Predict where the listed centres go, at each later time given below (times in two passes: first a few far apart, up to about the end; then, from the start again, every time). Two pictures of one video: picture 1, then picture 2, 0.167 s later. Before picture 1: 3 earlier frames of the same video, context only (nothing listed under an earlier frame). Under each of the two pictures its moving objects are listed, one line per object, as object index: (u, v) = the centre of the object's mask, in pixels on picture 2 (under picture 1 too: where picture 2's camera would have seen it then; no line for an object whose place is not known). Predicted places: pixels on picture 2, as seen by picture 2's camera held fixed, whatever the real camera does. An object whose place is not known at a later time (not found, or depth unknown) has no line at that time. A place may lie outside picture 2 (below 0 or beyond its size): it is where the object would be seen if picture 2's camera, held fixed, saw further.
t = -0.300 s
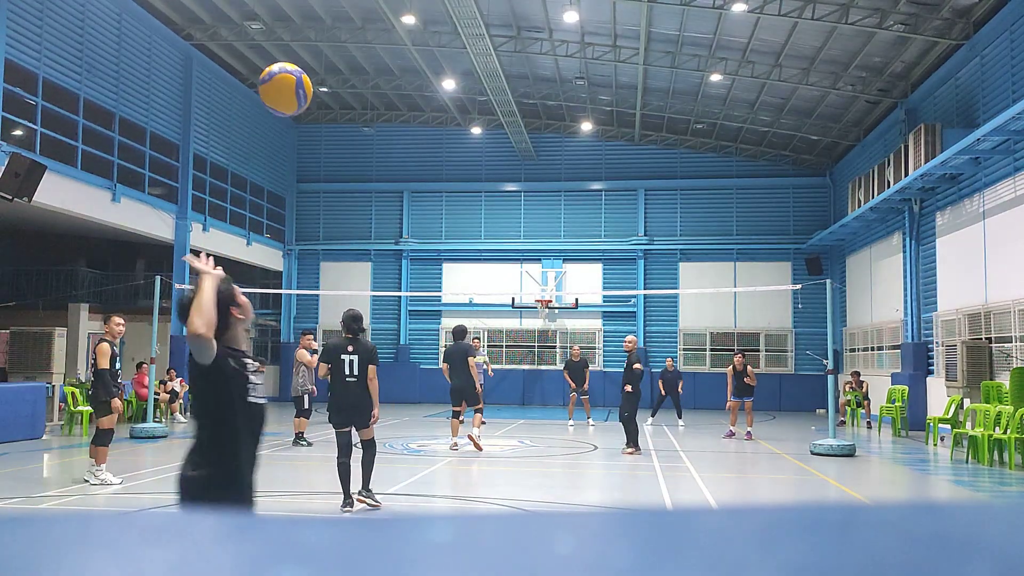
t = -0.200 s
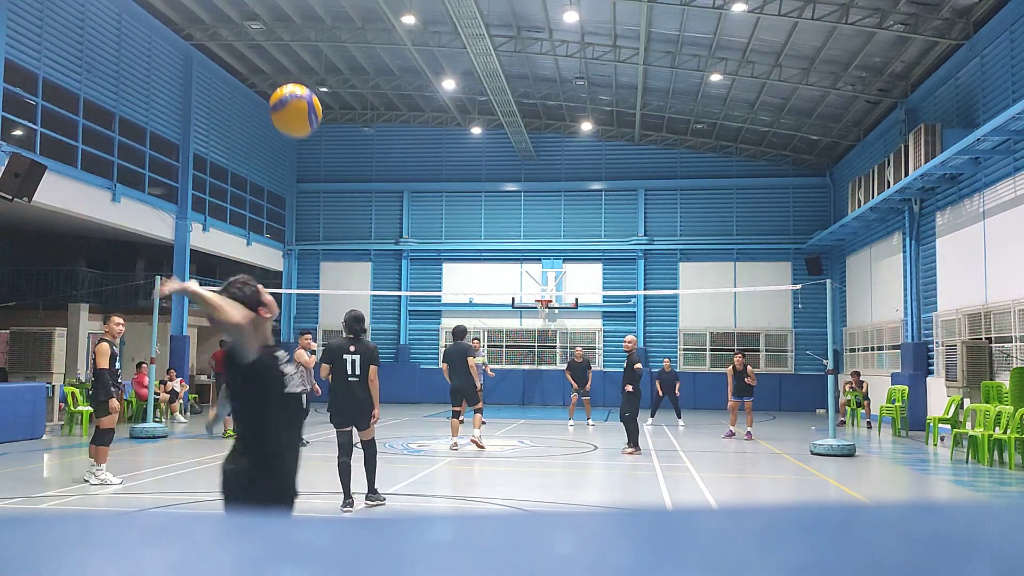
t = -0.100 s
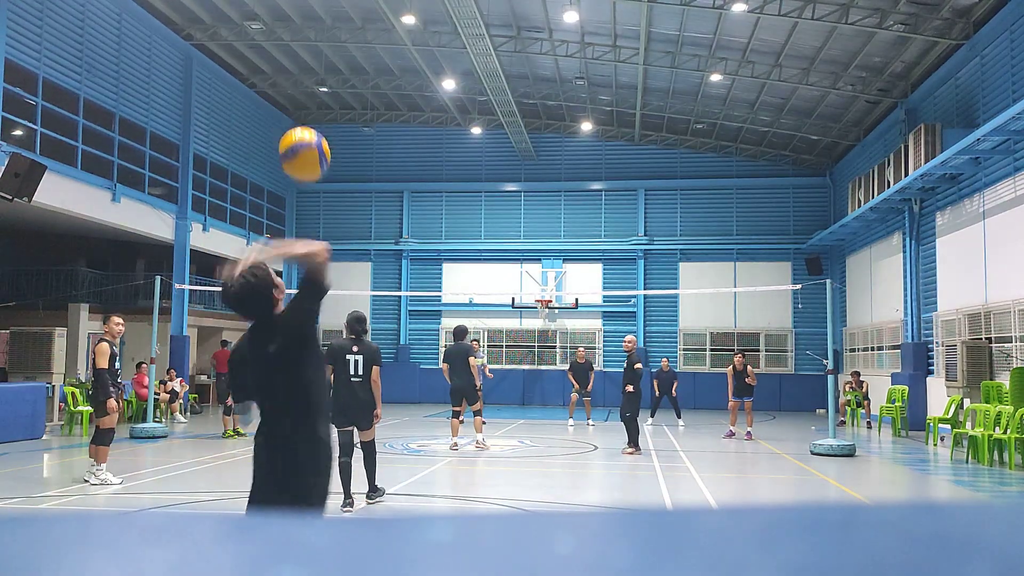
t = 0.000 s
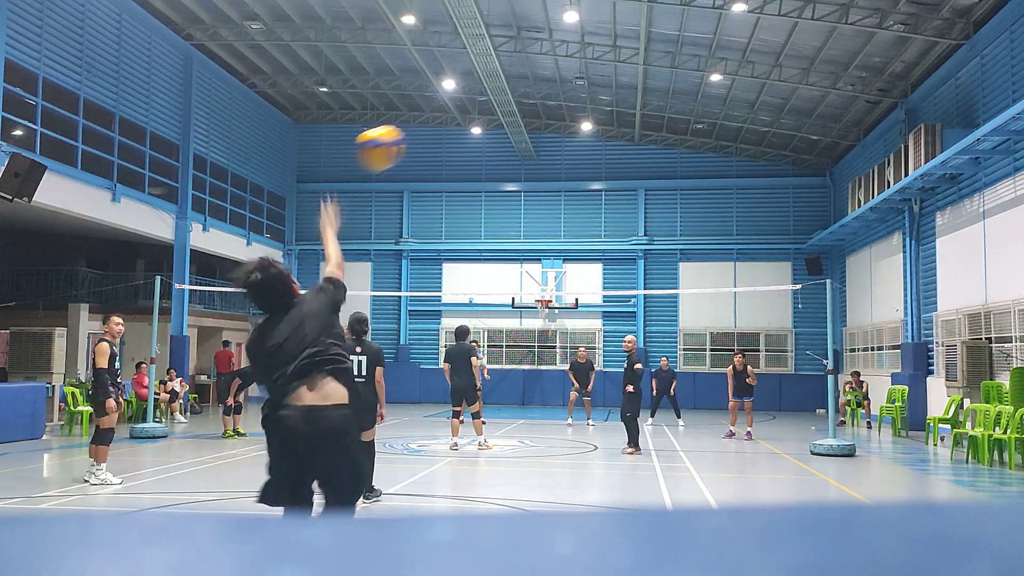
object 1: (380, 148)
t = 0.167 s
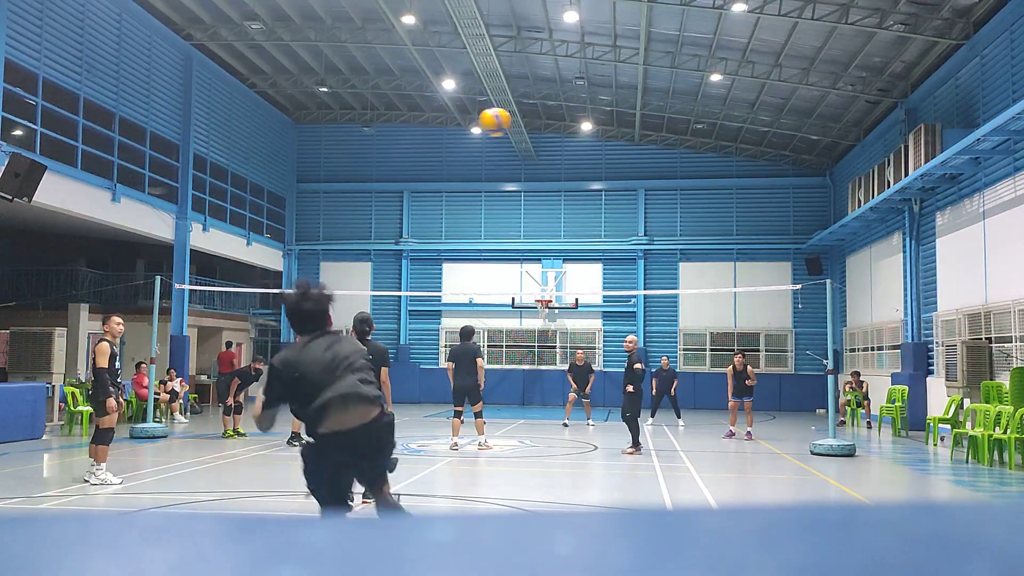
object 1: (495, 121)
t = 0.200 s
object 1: (509, 123)
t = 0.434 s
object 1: (573, 164)
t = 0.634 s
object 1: (601, 208)
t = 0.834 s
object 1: (618, 256)
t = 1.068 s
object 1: (629, 317)
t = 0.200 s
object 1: (509, 123)
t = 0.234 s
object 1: (522, 127)
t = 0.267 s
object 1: (533, 132)
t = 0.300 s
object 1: (543, 138)
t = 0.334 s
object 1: (552, 144)
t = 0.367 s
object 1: (560, 151)
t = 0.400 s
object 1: (567, 158)
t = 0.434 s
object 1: (573, 164)
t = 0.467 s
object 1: (579, 171)
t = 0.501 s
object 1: (584, 178)
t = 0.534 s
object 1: (589, 186)
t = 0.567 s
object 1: (593, 193)
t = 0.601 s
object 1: (597, 200)
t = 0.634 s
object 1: (601, 208)
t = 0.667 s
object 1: (604, 215)
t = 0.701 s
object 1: (607, 223)
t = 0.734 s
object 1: (611, 231)
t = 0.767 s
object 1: (613, 239)
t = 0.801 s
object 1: (616, 248)
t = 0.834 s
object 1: (618, 256)
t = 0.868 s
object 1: (620, 265)
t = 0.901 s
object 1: (622, 273)
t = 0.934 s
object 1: (623, 282)
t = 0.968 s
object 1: (625, 289)
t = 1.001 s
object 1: (626, 300)
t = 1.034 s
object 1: (629, 308)
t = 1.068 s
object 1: (629, 317)
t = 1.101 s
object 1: (630, 327)
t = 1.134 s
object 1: (631, 336)
